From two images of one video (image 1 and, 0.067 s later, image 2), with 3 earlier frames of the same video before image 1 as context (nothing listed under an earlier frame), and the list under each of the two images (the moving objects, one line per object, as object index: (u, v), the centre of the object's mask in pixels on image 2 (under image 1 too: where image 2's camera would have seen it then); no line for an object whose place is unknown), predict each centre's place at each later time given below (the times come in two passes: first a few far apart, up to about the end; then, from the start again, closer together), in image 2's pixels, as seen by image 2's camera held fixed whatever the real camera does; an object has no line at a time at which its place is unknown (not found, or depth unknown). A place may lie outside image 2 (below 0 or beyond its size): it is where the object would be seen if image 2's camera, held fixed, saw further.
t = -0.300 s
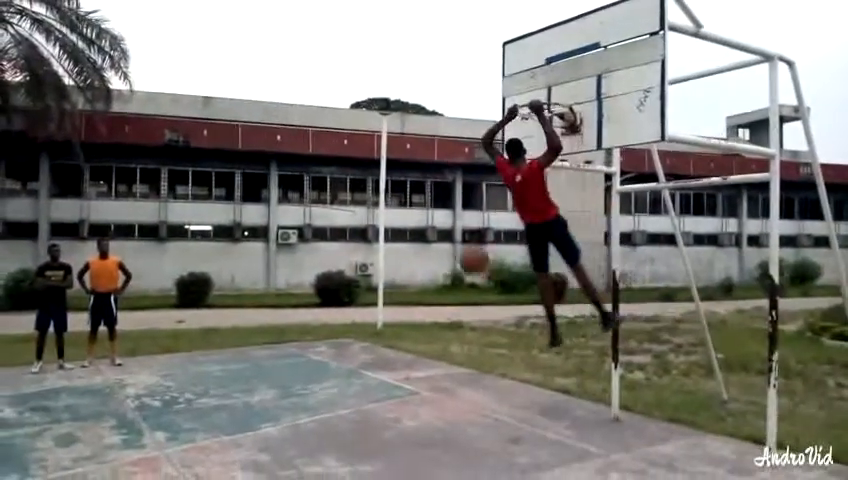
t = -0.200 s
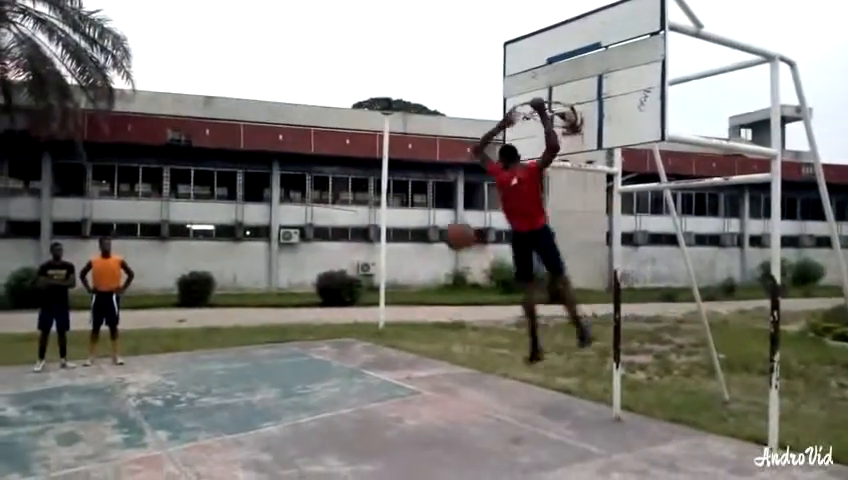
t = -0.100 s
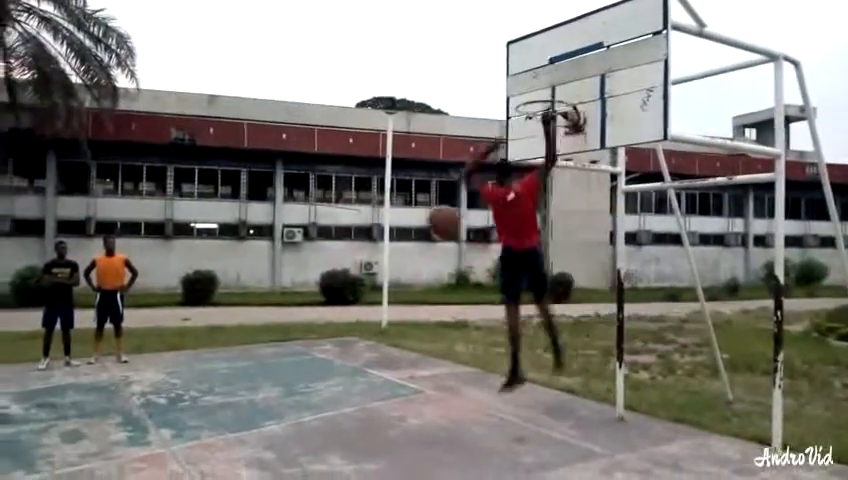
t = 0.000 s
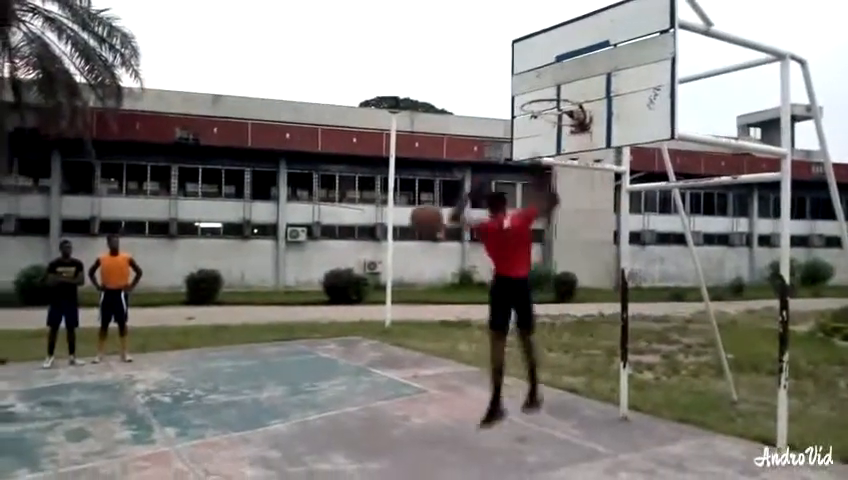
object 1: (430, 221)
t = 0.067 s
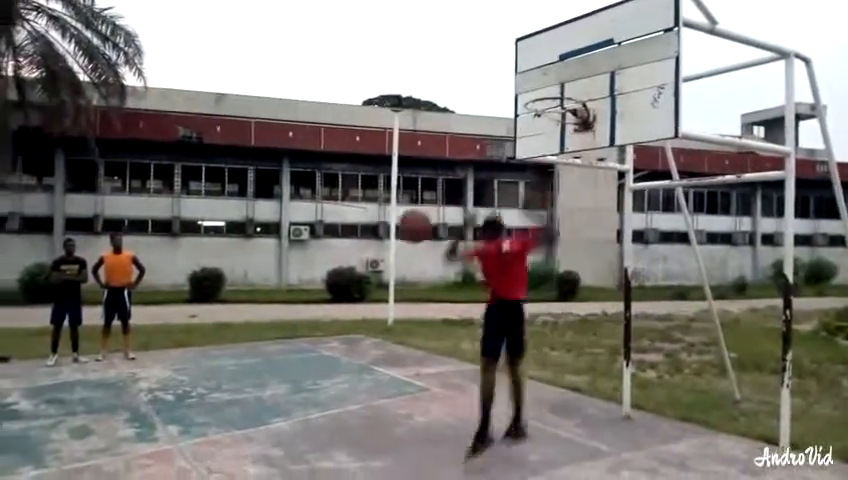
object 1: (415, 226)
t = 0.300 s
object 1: (357, 310)
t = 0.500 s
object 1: (297, 477)
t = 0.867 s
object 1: (209, 383)
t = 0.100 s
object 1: (408, 232)
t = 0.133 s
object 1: (399, 240)
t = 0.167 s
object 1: (391, 250)
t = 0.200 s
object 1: (382, 262)
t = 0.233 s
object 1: (375, 277)
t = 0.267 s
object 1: (364, 293)
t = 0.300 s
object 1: (357, 310)
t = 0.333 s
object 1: (348, 334)
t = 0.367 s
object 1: (338, 356)
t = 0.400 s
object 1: (329, 379)
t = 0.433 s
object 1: (319, 409)
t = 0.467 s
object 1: (308, 442)
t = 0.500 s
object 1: (297, 477)
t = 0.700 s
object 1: (246, 474)
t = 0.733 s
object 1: (239, 452)
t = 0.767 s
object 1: (231, 432)
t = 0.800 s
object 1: (223, 415)
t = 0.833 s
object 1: (217, 397)
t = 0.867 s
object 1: (209, 383)
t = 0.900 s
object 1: (202, 371)
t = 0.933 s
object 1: (194, 362)
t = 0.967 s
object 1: (184, 352)
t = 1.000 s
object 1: (175, 347)
